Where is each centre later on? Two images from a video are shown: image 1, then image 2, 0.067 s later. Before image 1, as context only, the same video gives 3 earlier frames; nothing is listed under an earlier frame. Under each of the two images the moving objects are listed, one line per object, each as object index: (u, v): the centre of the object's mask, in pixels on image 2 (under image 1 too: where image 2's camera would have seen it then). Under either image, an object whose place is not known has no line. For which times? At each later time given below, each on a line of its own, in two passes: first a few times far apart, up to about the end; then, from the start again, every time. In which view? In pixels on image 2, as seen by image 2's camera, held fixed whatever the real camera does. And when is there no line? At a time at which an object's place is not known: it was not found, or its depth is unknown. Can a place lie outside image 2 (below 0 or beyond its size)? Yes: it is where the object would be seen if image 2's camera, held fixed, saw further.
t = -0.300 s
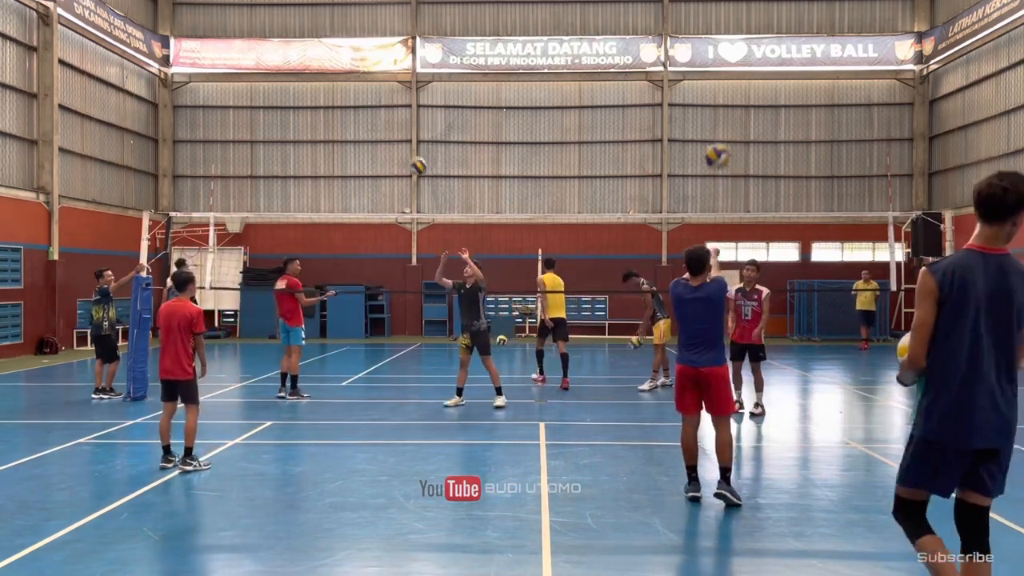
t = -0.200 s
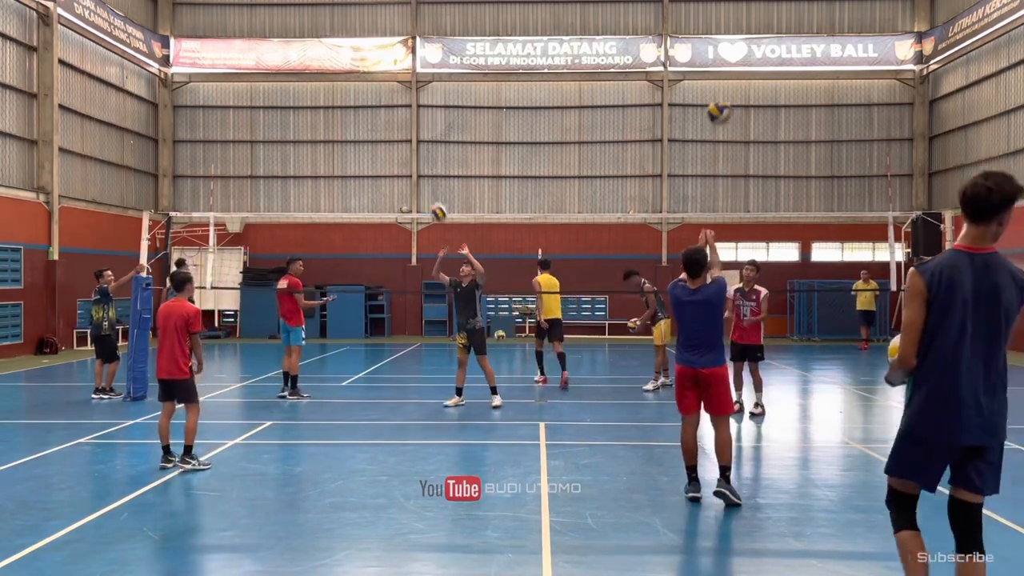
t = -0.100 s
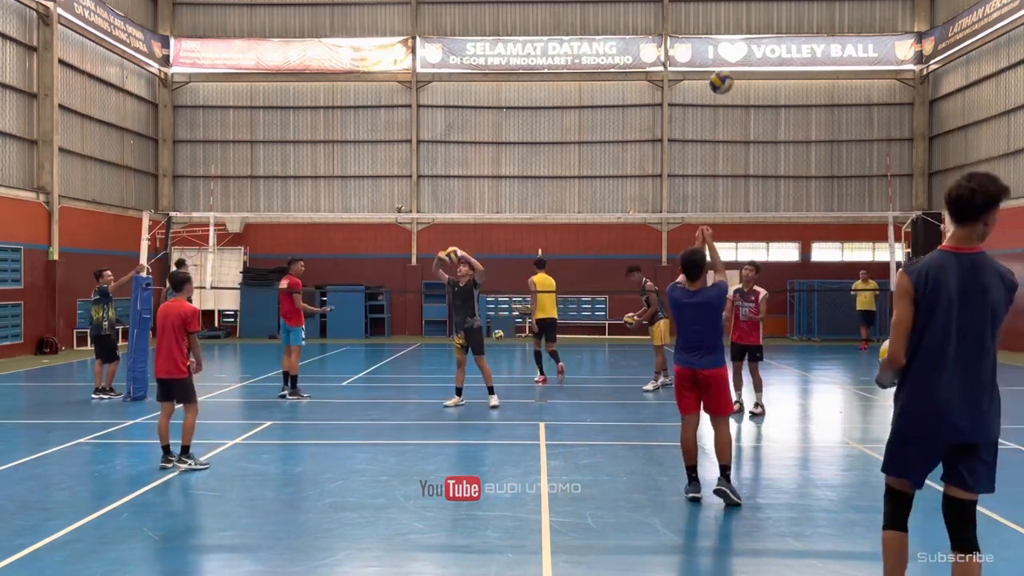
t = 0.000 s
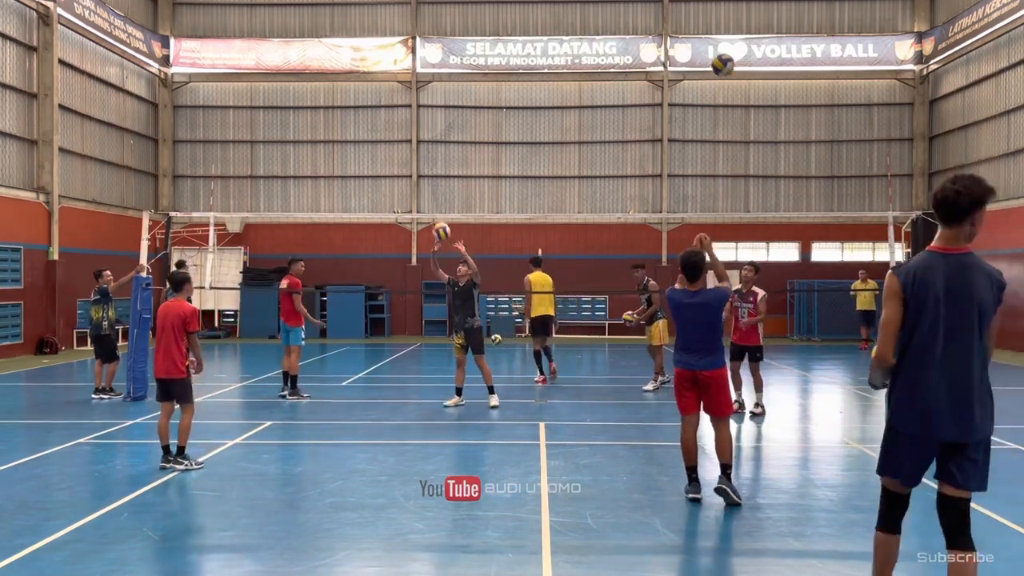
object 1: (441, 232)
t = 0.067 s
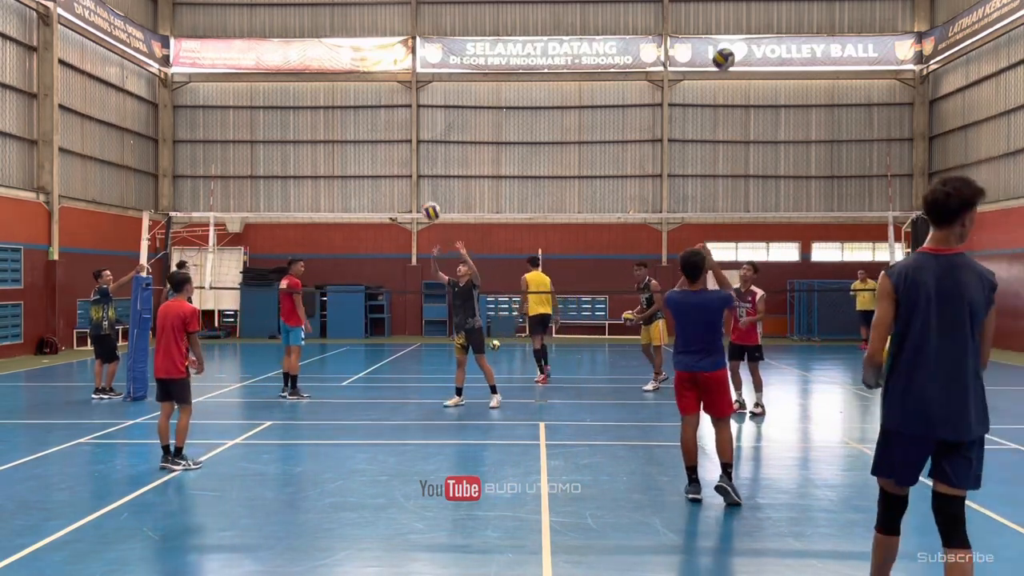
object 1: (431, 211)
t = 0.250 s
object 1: (403, 172)
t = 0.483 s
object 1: (364, 162)
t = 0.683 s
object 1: (327, 194)
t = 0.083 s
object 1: (429, 207)
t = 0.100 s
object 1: (426, 203)
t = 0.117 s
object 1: (424, 198)
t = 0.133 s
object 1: (422, 194)
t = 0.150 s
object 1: (418, 190)
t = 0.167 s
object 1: (416, 187)
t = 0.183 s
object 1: (414, 183)
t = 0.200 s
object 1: (411, 180)
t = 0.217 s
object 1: (408, 177)
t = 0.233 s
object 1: (406, 175)
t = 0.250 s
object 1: (403, 172)
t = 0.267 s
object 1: (401, 170)
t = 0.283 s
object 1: (398, 168)
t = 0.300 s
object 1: (395, 166)
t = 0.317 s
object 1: (392, 164)
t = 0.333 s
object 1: (390, 163)
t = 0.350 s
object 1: (387, 162)
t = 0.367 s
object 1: (384, 161)
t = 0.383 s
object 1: (381, 160)
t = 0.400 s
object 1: (378, 160)
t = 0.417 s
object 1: (375, 160)
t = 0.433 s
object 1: (372, 160)
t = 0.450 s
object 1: (370, 160)
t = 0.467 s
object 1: (367, 161)
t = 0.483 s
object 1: (364, 162)
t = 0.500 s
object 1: (361, 163)
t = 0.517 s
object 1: (358, 164)
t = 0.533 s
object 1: (355, 166)
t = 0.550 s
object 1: (352, 168)
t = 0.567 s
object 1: (349, 170)
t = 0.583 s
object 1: (346, 172)
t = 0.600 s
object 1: (343, 175)
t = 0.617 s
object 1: (340, 178)
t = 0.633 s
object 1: (337, 182)
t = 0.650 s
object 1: (334, 185)
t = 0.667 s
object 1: (331, 189)
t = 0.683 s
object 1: (327, 194)
